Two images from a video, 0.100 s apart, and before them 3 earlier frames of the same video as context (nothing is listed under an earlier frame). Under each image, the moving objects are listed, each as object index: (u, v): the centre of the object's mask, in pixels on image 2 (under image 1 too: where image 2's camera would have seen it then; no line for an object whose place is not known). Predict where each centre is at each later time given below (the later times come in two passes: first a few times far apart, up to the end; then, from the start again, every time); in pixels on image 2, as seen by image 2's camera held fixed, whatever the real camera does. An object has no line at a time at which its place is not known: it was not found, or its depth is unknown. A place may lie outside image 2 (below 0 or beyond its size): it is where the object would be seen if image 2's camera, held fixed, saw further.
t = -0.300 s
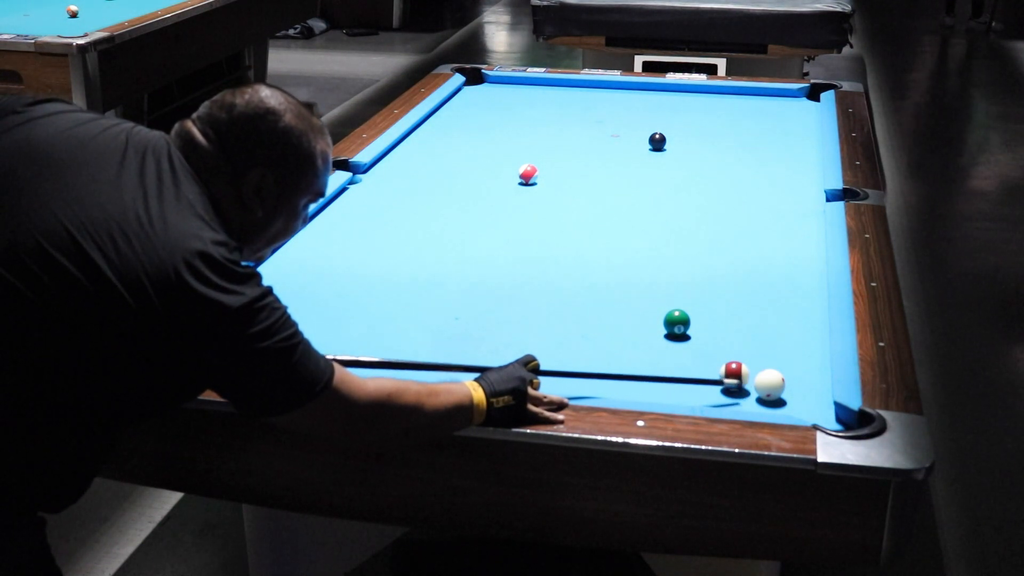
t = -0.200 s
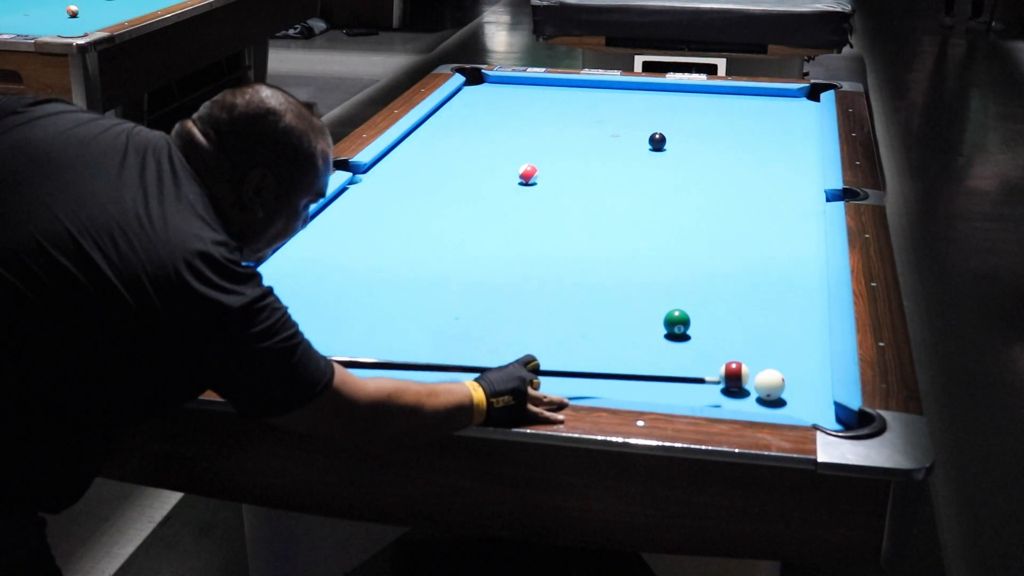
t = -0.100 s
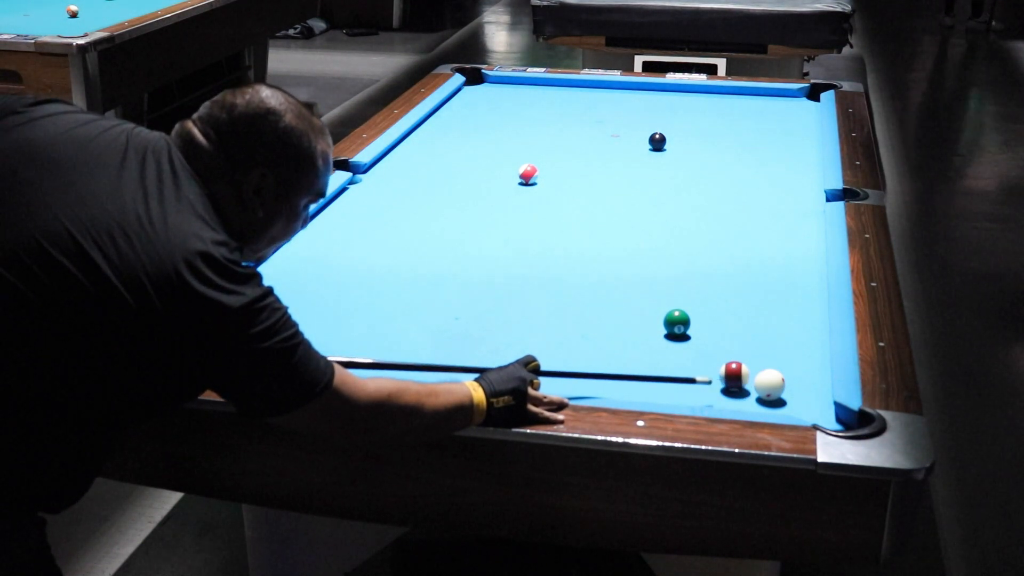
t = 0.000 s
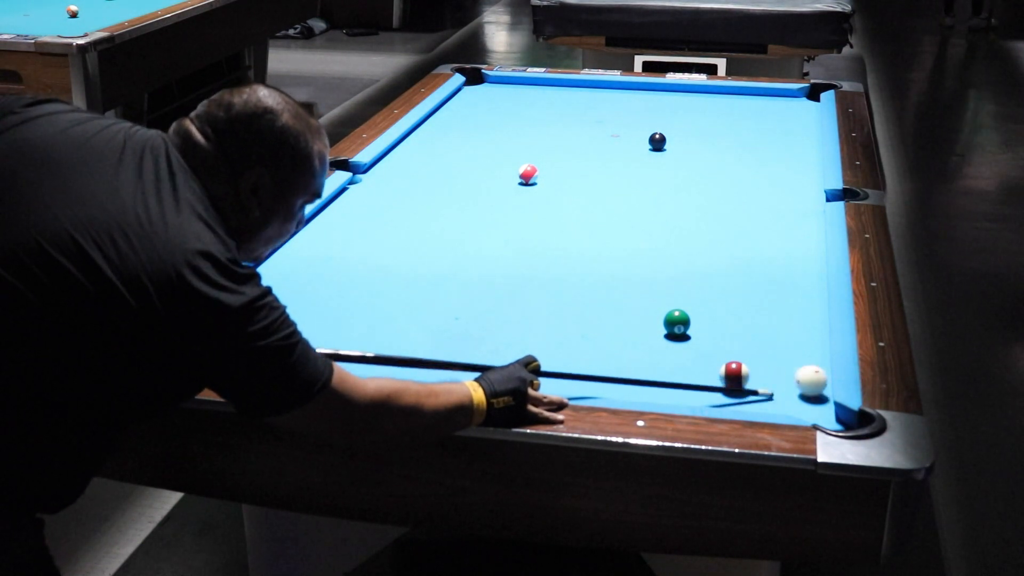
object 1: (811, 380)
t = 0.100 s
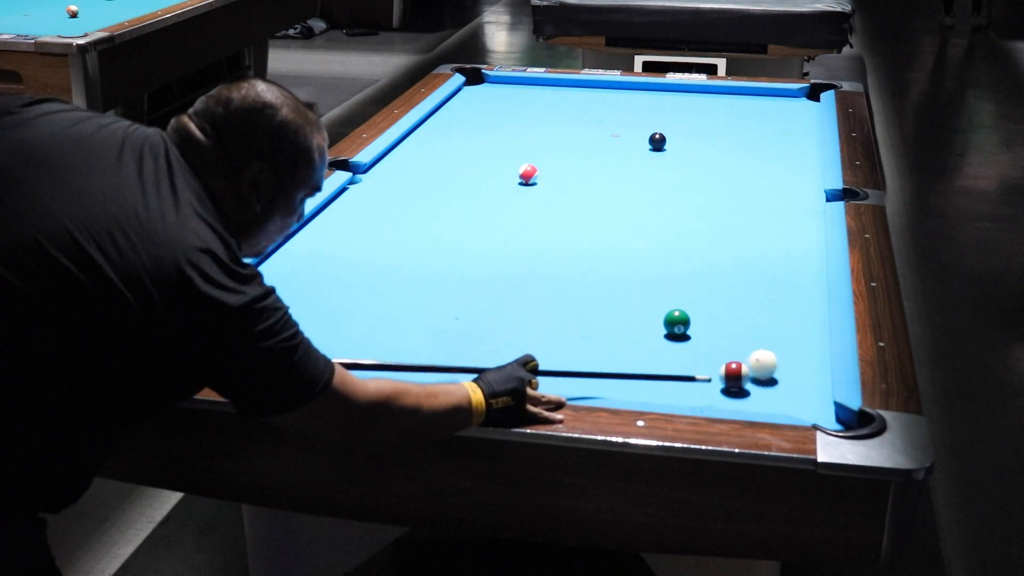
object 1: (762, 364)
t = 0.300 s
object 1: (676, 337)
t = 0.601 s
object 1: (568, 304)
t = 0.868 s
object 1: (485, 277)
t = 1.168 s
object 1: (404, 251)
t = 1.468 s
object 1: (333, 229)
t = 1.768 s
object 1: (343, 221)
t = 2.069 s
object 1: (387, 219)
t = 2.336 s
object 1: (424, 218)
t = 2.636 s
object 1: (462, 217)
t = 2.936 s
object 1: (497, 216)
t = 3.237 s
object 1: (529, 214)
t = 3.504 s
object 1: (555, 214)
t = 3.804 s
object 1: (581, 212)
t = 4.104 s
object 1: (604, 211)
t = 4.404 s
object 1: (624, 211)
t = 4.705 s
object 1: (642, 210)
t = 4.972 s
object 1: (655, 210)
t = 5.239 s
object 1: (666, 210)
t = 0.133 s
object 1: (747, 356)
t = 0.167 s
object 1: (729, 352)
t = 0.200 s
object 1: (716, 350)
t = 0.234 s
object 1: (702, 346)
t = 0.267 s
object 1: (688, 342)
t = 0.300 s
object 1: (676, 337)
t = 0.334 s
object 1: (663, 333)
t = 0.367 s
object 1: (651, 330)
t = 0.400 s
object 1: (638, 326)
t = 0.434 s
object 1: (626, 322)
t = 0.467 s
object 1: (614, 318)
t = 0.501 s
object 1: (602, 314)
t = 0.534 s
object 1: (590, 311)
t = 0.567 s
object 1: (579, 307)
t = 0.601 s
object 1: (568, 304)
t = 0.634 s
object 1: (557, 300)
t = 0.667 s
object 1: (546, 296)
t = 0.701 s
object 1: (535, 293)
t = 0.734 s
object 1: (525, 290)
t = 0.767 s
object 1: (514, 287)
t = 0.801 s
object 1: (504, 283)
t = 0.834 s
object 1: (495, 280)
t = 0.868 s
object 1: (485, 277)
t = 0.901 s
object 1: (475, 274)
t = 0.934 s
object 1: (466, 271)
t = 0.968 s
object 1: (457, 268)
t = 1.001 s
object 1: (447, 265)
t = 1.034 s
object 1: (439, 262)
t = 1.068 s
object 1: (430, 260)
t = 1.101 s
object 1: (421, 256)
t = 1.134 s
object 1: (412, 254)
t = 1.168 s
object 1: (404, 251)
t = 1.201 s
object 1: (395, 249)
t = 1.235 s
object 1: (387, 246)
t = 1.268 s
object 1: (379, 243)
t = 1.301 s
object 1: (371, 241)
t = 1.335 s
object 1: (363, 238)
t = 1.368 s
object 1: (356, 236)
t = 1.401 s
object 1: (348, 233)
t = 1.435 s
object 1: (340, 231)
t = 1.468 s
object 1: (333, 229)
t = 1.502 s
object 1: (326, 226)
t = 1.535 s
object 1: (318, 224)
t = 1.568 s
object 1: (311, 222)
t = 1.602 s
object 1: (316, 221)
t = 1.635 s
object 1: (322, 221)
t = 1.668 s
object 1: (327, 221)
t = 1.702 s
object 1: (333, 221)
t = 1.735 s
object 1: (338, 221)
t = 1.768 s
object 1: (343, 221)
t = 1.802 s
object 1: (348, 221)
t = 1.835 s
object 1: (353, 220)
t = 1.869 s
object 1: (358, 220)
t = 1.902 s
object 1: (363, 220)
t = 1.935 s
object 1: (368, 220)
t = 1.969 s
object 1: (373, 219)
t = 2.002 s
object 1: (377, 219)
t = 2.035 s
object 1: (382, 219)
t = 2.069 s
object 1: (387, 219)
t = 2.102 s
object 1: (392, 219)
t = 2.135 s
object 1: (396, 218)
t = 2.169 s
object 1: (401, 219)
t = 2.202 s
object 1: (406, 218)
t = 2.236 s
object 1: (410, 218)
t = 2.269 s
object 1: (415, 218)
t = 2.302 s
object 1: (419, 218)
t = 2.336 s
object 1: (424, 218)
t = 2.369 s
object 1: (428, 218)
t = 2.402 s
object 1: (432, 217)
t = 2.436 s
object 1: (437, 217)
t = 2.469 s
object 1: (441, 217)
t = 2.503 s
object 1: (445, 217)
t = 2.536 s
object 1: (450, 217)
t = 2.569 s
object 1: (454, 217)
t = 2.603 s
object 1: (458, 217)
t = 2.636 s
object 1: (462, 217)
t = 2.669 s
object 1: (466, 217)
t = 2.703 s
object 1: (470, 216)
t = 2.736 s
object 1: (474, 216)
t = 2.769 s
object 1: (478, 216)
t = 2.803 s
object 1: (481, 216)
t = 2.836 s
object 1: (485, 216)
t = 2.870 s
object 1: (489, 216)
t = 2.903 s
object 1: (493, 216)
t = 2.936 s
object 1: (497, 216)
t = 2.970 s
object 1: (500, 215)
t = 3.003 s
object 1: (504, 215)
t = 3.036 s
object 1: (508, 216)
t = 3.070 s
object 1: (512, 215)
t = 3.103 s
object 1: (515, 215)
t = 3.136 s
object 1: (519, 215)
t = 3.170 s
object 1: (522, 215)
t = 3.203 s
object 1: (526, 215)
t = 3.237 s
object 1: (529, 214)
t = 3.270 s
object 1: (532, 214)
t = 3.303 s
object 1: (536, 214)
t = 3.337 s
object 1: (539, 214)
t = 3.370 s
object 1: (542, 214)
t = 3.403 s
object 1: (545, 214)
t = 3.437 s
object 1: (549, 214)
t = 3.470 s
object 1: (552, 214)
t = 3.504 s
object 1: (555, 214)
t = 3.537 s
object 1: (558, 214)
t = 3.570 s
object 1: (561, 213)
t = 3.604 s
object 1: (564, 213)
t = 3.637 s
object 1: (567, 213)
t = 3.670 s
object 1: (569, 213)
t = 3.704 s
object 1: (573, 213)
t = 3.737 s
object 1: (575, 212)
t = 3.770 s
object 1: (578, 212)
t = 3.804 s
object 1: (581, 212)
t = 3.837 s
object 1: (584, 212)
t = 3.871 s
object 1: (586, 212)
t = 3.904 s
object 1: (589, 212)
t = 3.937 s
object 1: (592, 211)
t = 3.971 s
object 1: (594, 212)
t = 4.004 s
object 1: (597, 211)
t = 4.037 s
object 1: (599, 212)
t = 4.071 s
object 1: (601, 212)
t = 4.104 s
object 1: (604, 211)
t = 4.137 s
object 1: (607, 211)
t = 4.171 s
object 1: (609, 212)
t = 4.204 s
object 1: (611, 211)
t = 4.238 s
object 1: (614, 211)
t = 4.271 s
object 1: (616, 211)
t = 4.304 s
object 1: (618, 211)
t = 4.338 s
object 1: (620, 211)
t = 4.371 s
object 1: (622, 211)
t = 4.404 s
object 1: (624, 211)
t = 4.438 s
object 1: (627, 211)
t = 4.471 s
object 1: (629, 211)
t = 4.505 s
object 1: (630, 211)
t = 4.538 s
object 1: (632, 210)
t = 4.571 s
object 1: (634, 211)
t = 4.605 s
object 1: (636, 211)
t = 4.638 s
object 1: (638, 211)
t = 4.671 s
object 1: (640, 211)
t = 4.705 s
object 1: (642, 210)
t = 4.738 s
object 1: (644, 210)
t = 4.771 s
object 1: (646, 210)
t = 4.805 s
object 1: (647, 211)
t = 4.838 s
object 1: (649, 211)
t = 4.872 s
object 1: (650, 210)
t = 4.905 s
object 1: (652, 210)
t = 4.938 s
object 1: (654, 210)
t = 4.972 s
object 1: (655, 210)
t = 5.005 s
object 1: (657, 210)
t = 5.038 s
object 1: (658, 210)
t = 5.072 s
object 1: (660, 210)
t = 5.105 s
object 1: (661, 210)
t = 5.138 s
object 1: (662, 210)
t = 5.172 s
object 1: (663, 210)
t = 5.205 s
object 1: (665, 210)
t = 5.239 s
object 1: (666, 210)
